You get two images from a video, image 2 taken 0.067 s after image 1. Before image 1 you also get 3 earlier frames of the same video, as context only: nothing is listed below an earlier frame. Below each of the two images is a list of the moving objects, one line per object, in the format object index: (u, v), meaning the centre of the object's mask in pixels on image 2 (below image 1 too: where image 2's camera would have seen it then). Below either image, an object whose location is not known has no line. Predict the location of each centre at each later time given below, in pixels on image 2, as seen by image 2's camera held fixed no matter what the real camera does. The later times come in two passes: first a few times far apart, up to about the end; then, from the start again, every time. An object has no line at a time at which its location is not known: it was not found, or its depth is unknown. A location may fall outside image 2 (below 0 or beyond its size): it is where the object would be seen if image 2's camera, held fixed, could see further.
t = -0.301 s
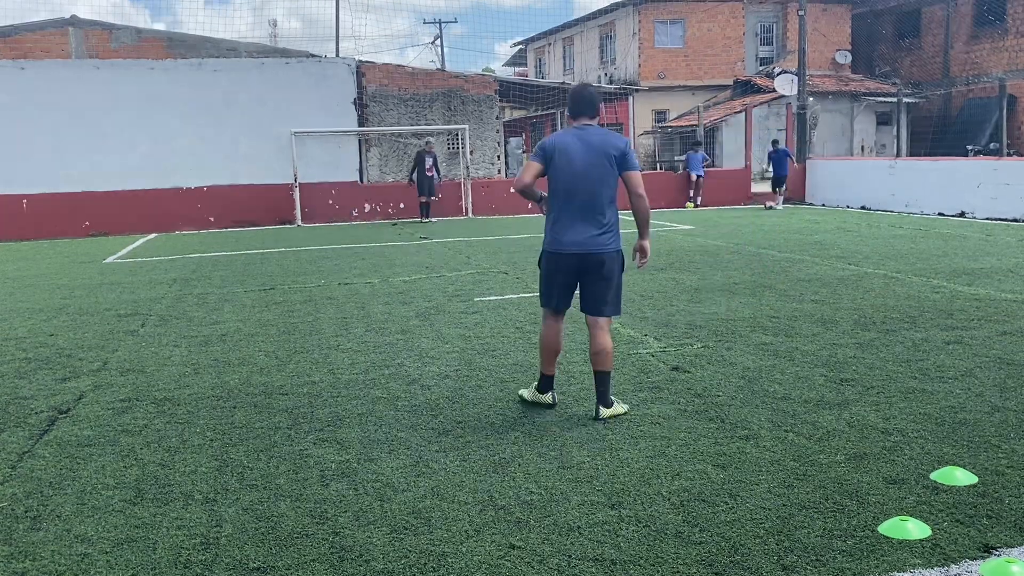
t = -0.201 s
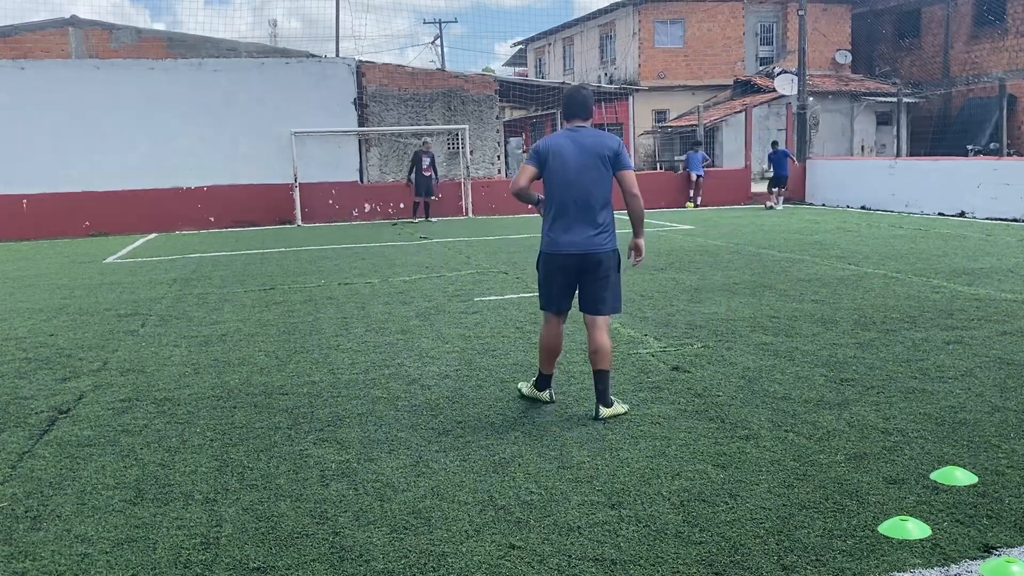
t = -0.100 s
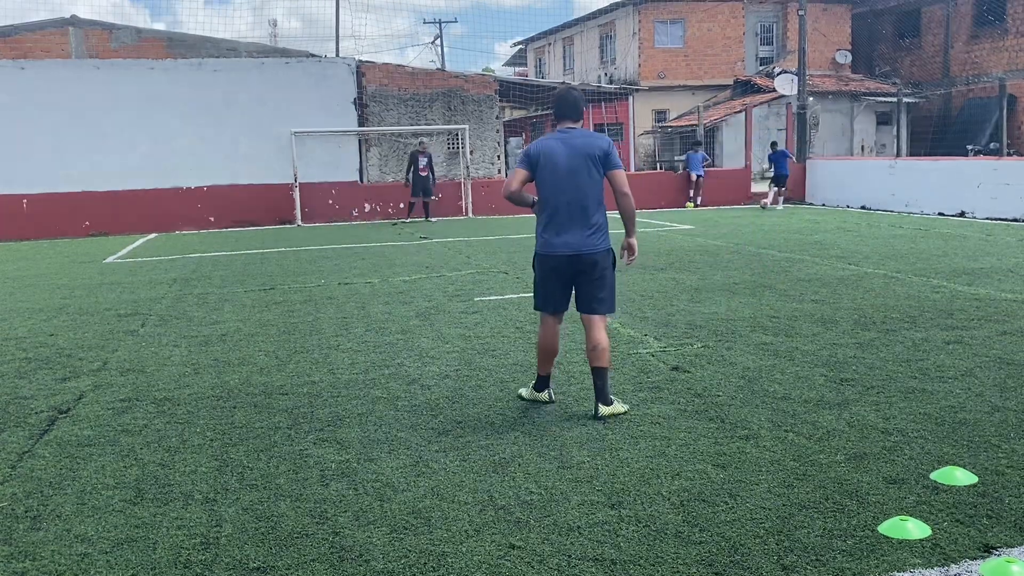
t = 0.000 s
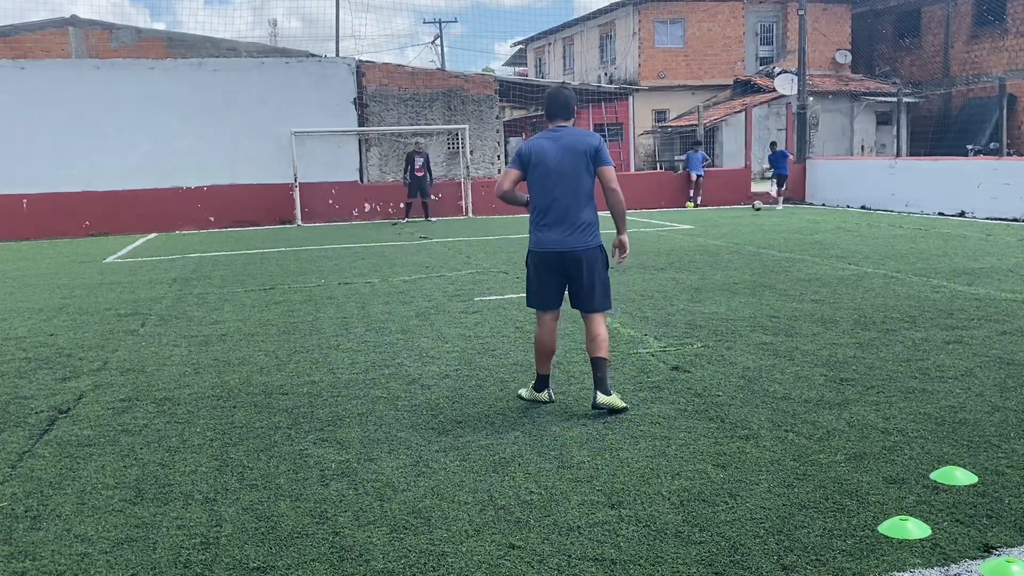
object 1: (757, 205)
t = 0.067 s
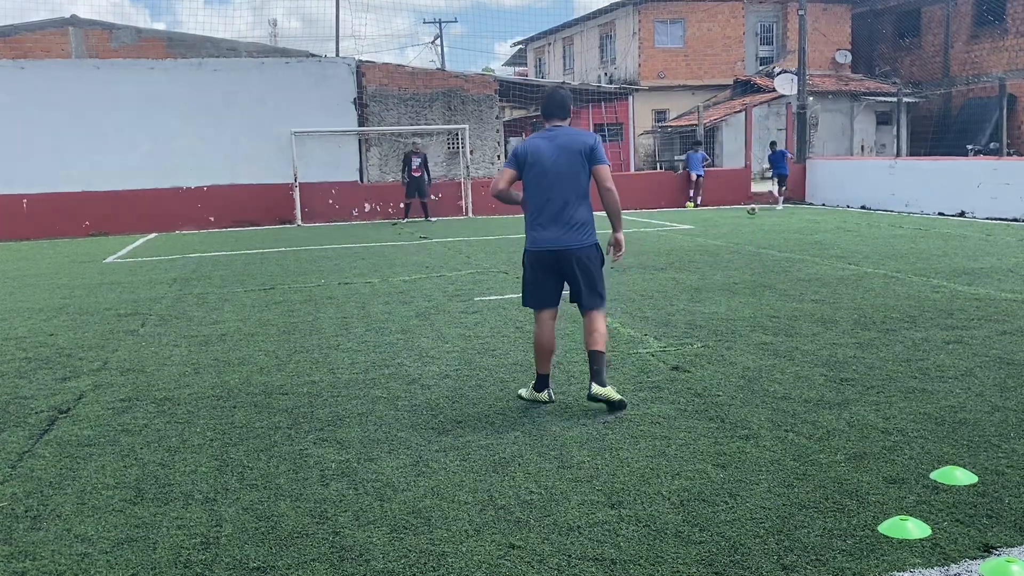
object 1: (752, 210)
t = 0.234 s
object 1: (740, 218)
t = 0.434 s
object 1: (728, 229)
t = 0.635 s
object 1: (717, 238)
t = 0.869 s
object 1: (706, 250)
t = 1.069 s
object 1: (697, 263)
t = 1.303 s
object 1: (685, 274)
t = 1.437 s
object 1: (675, 291)
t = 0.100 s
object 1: (749, 212)
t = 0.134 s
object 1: (747, 216)
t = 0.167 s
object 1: (745, 217)
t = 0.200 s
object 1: (743, 218)
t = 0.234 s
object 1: (740, 218)
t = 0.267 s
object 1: (738, 220)
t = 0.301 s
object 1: (736, 222)
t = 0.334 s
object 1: (734, 225)
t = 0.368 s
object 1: (731, 226)
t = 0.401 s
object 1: (730, 227)
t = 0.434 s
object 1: (728, 229)
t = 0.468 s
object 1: (725, 230)
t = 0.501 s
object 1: (724, 233)
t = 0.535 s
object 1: (722, 234)
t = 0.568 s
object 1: (720, 236)
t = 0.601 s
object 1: (718, 238)
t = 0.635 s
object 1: (717, 238)
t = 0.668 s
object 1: (715, 237)
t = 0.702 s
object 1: (714, 238)
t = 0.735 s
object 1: (713, 240)
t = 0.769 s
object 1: (711, 243)
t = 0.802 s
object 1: (709, 247)
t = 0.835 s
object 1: (708, 249)
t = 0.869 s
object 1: (706, 250)
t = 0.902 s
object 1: (705, 252)
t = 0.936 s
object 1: (704, 253)
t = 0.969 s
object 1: (702, 255)
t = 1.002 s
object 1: (701, 258)
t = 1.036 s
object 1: (698, 261)
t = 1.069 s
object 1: (697, 263)
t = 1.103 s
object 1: (696, 263)
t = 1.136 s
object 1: (694, 266)
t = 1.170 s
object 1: (692, 269)
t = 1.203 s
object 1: (690, 274)
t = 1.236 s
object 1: (689, 274)
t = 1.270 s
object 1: (687, 274)
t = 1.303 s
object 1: (685, 274)
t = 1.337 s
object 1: (682, 277)
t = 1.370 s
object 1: (680, 280)
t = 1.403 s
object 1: (678, 284)
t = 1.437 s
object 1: (675, 291)
